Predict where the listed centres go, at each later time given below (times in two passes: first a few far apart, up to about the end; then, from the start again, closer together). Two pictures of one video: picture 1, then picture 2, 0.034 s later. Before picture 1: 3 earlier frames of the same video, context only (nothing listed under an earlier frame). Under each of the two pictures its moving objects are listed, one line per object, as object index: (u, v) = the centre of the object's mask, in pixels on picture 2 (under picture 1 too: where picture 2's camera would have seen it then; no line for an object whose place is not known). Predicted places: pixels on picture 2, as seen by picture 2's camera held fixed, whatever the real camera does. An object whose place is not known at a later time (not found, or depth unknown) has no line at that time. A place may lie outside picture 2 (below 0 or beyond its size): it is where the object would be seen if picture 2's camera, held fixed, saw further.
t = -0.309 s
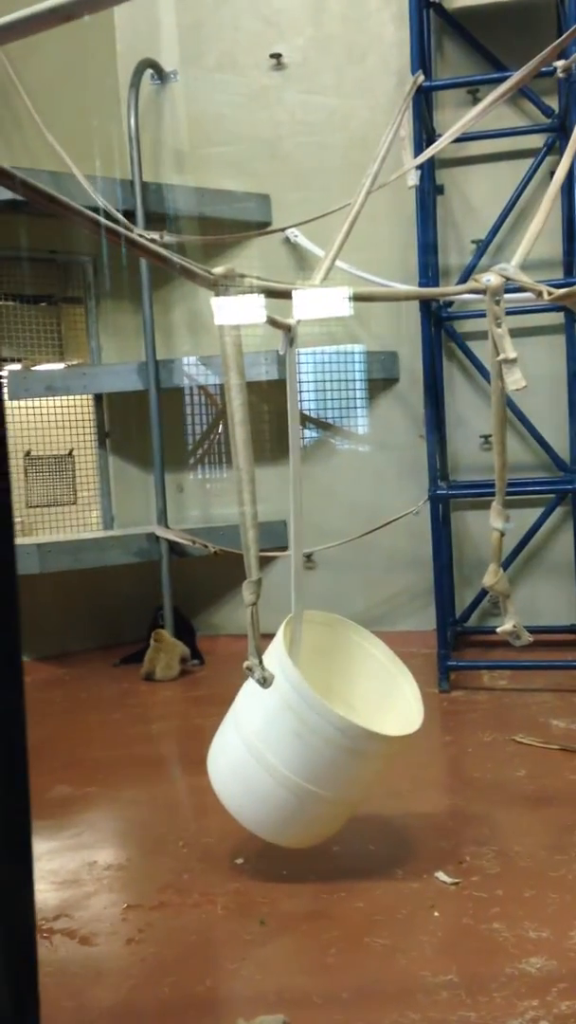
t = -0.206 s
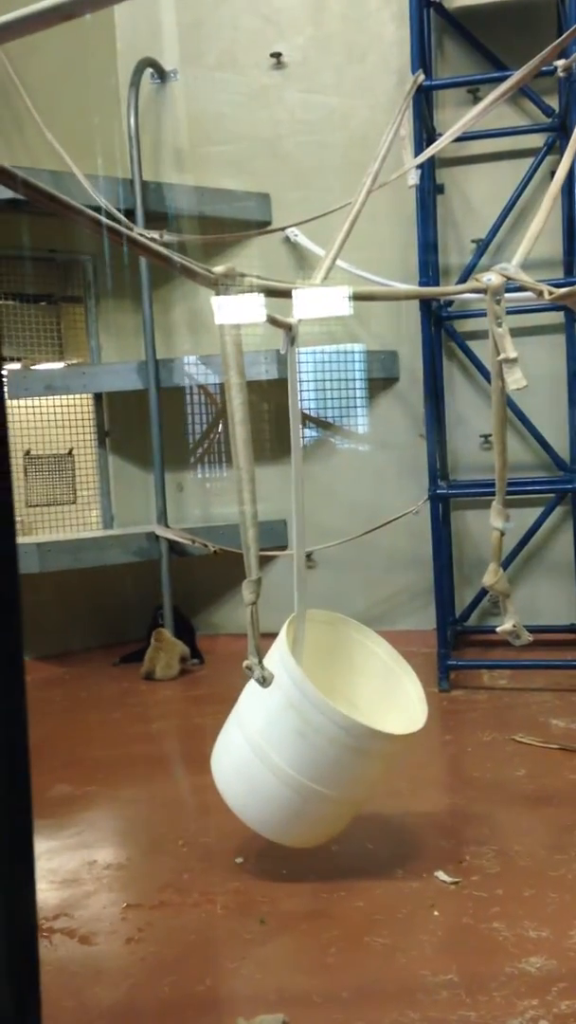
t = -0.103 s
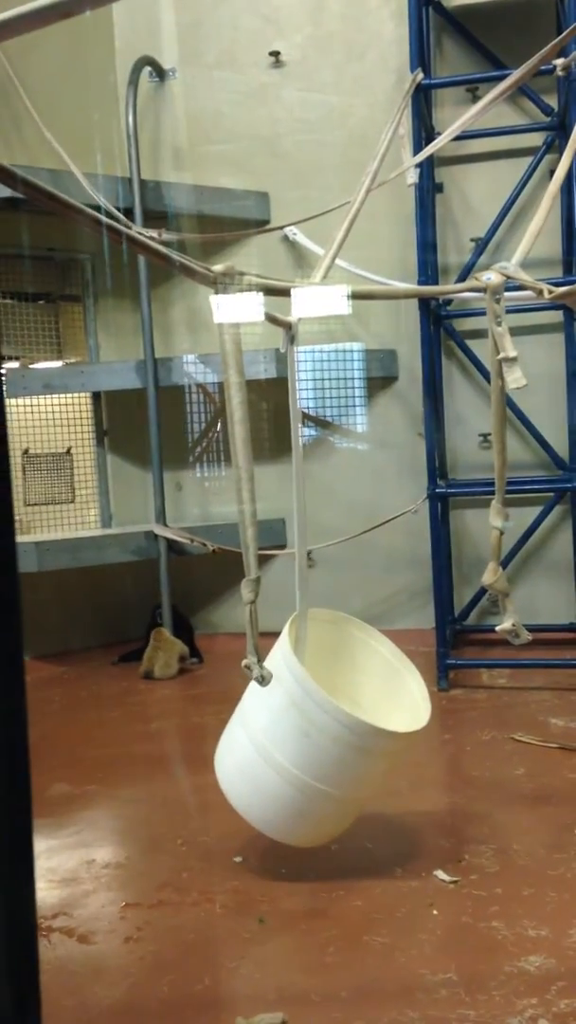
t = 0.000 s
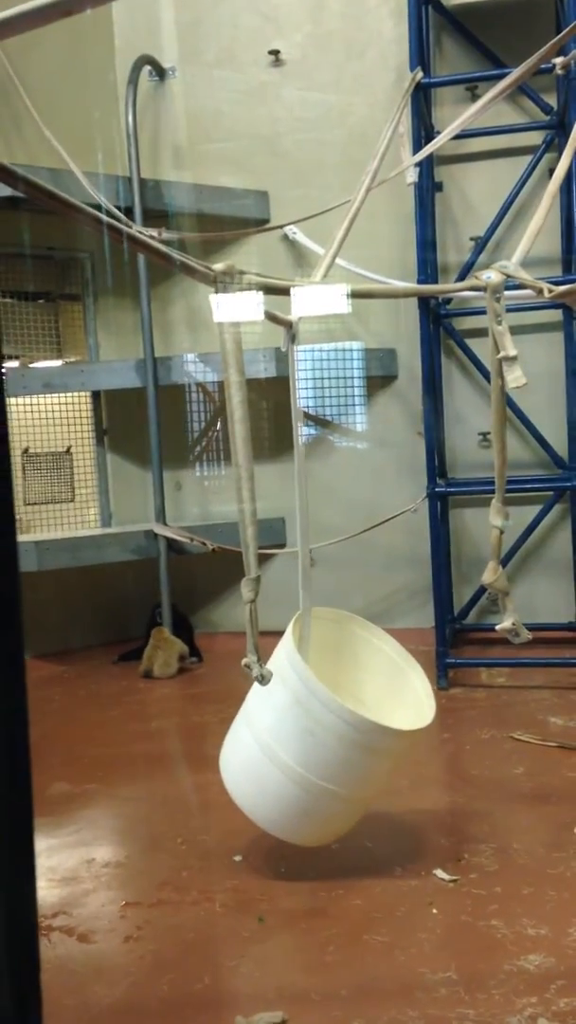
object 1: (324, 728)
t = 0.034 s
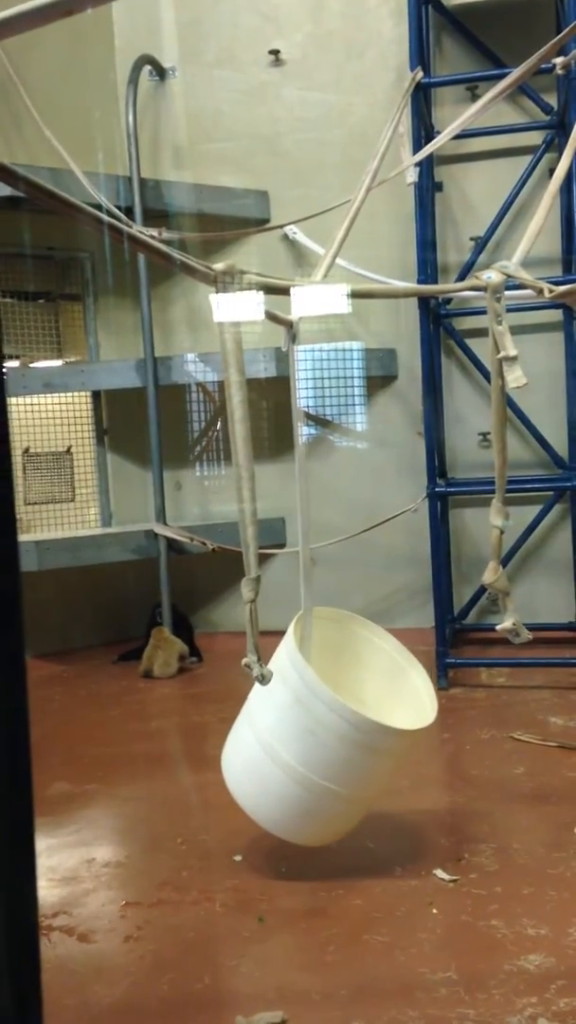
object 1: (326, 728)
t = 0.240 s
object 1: (336, 727)
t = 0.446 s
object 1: (344, 727)
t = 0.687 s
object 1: (351, 727)
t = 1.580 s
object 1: (328, 728)
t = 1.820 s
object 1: (318, 729)
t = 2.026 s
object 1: (311, 729)
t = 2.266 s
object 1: (308, 729)
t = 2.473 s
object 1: (310, 729)
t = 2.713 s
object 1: (317, 729)
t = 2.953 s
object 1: (327, 729)
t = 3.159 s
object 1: (336, 728)
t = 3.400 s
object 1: (346, 728)
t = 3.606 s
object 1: (352, 727)
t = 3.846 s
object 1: (352, 728)
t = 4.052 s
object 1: (348, 728)
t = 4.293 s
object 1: (339, 728)
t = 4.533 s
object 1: (328, 729)
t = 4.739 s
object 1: (319, 729)
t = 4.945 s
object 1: (312, 729)
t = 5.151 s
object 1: (308, 729)
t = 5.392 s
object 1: (310, 730)
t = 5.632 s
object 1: (318, 729)
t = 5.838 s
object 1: (327, 729)
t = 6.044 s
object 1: (336, 728)
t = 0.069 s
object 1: (328, 728)
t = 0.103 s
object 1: (329, 728)
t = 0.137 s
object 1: (331, 728)
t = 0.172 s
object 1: (333, 728)
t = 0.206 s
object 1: (335, 728)
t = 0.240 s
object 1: (336, 727)
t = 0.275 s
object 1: (338, 727)
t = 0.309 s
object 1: (339, 725)
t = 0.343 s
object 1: (339, 725)
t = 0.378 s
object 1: (341, 726)
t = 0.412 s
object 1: (343, 727)
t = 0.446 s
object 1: (344, 727)
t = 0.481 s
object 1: (346, 727)
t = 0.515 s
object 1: (347, 727)
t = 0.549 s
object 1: (348, 727)
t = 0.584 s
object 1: (349, 727)
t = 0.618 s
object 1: (350, 727)
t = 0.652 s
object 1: (351, 727)
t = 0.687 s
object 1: (351, 727)
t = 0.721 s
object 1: (352, 727)
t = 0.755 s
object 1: (352, 727)
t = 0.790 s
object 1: (351, 727)
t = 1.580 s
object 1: (328, 728)
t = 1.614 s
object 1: (326, 728)
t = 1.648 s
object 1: (325, 728)
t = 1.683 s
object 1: (324, 729)
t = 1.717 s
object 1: (322, 729)
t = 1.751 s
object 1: (321, 729)
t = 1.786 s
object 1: (320, 729)
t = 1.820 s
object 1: (318, 729)
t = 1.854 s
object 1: (317, 729)
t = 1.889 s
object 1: (316, 729)
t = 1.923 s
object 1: (314, 729)
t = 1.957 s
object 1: (313, 729)
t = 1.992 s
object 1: (312, 729)
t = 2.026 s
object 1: (311, 729)
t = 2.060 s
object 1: (310, 729)
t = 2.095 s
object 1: (310, 729)
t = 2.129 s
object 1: (309, 729)
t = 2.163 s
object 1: (309, 729)
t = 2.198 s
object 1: (308, 729)
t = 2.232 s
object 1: (308, 729)
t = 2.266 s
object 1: (308, 729)
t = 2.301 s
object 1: (308, 729)
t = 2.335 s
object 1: (308, 729)
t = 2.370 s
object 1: (308, 729)
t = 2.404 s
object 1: (309, 729)
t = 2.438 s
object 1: (309, 729)
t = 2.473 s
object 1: (310, 729)
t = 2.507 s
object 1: (310, 729)
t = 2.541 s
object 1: (311, 729)
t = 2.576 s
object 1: (312, 729)
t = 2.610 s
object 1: (314, 729)
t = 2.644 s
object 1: (314, 729)
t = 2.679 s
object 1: (316, 729)
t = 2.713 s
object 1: (317, 729)
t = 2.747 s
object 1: (318, 729)
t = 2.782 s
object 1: (319, 729)
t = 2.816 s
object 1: (321, 729)
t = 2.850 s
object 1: (322, 729)
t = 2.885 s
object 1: (324, 729)
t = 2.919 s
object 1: (325, 729)
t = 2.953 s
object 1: (327, 729)
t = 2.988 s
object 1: (328, 729)
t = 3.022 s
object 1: (329, 728)
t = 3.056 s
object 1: (331, 729)
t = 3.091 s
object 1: (333, 728)
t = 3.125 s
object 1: (334, 728)
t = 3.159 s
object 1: (336, 728)
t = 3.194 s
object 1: (337, 728)
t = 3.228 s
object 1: (339, 728)
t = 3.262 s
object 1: (341, 728)
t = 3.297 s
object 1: (343, 728)
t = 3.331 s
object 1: (344, 728)
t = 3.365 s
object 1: (345, 728)
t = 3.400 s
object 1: (346, 728)
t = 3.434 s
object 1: (348, 728)
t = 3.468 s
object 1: (349, 728)
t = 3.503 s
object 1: (350, 727)
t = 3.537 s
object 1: (350, 728)
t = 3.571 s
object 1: (351, 728)
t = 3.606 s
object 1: (352, 727)
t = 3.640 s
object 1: (352, 727)
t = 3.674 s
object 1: (352, 727)
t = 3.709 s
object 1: (353, 727)
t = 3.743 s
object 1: (353, 727)
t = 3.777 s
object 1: (353, 728)
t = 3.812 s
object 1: (353, 727)
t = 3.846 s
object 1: (352, 728)
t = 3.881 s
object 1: (352, 728)
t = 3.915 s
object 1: (351, 728)
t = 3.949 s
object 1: (351, 728)
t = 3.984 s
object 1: (350, 728)
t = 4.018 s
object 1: (349, 728)
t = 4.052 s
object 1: (348, 728)
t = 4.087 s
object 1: (347, 728)
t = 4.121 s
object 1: (346, 728)
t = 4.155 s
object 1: (344, 728)
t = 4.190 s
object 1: (343, 728)
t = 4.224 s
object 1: (342, 728)
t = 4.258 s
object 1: (341, 728)
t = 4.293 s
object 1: (339, 728)
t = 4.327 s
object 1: (338, 728)
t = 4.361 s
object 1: (336, 728)
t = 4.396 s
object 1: (334, 728)
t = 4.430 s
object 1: (333, 728)
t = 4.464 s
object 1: (331, 728)
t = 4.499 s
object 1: (330, 729)
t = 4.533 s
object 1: (328, 729)
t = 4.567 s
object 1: (327, 729)
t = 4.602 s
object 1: (325, 729)
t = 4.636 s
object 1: (323, 729)
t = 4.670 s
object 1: (322, 729)
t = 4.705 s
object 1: (320, 729)
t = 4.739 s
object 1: (319, 729)
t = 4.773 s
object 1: (318, 729)
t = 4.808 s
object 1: (317, 729)
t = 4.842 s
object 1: (315, 729)
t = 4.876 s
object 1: (315, 729)
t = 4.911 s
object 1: (313, 729)
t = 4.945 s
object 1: (312, 729)
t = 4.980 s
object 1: (310, 729)
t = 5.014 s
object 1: (309, 729)
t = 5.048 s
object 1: (309, 729)
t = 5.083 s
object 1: (309, 729)
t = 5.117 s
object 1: (308, 729)
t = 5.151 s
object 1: (308, 729)
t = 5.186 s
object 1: (308, 729)
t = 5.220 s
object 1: (308, 729)
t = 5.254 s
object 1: (308, 729)
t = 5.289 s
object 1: (309, 729)
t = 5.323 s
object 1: (309, 729)
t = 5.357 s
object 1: (310, 729)
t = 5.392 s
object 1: (310, 730)
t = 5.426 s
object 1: (312, 730)
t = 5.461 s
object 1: (313, 730)
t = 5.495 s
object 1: (314, 730)
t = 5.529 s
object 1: (315, 730)
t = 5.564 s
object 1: (315, 729)
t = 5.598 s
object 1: (317, 729)
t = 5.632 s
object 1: (318, 729)
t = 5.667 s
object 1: (319, 729)
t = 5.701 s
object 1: (321, 729)
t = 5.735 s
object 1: (322, 729)
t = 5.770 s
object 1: (323, 729)
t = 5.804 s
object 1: (325, 729)
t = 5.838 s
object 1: (327, 729)
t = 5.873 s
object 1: (328, 729)
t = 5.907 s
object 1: (329, 729)
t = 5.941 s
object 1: (331, 728)
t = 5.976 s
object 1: (333, 728)
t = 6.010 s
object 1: (334, 728)
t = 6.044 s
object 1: (336, 728)
